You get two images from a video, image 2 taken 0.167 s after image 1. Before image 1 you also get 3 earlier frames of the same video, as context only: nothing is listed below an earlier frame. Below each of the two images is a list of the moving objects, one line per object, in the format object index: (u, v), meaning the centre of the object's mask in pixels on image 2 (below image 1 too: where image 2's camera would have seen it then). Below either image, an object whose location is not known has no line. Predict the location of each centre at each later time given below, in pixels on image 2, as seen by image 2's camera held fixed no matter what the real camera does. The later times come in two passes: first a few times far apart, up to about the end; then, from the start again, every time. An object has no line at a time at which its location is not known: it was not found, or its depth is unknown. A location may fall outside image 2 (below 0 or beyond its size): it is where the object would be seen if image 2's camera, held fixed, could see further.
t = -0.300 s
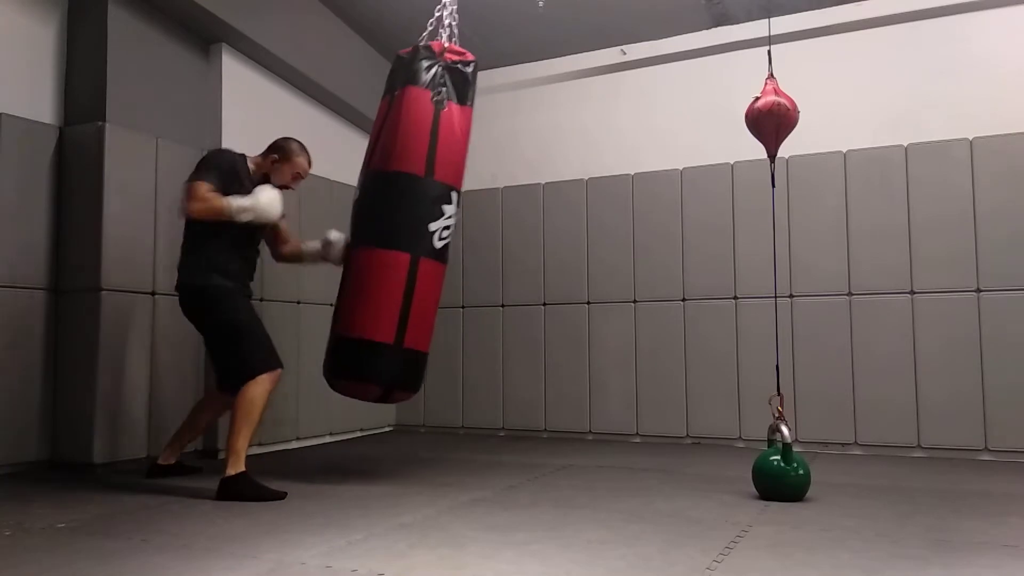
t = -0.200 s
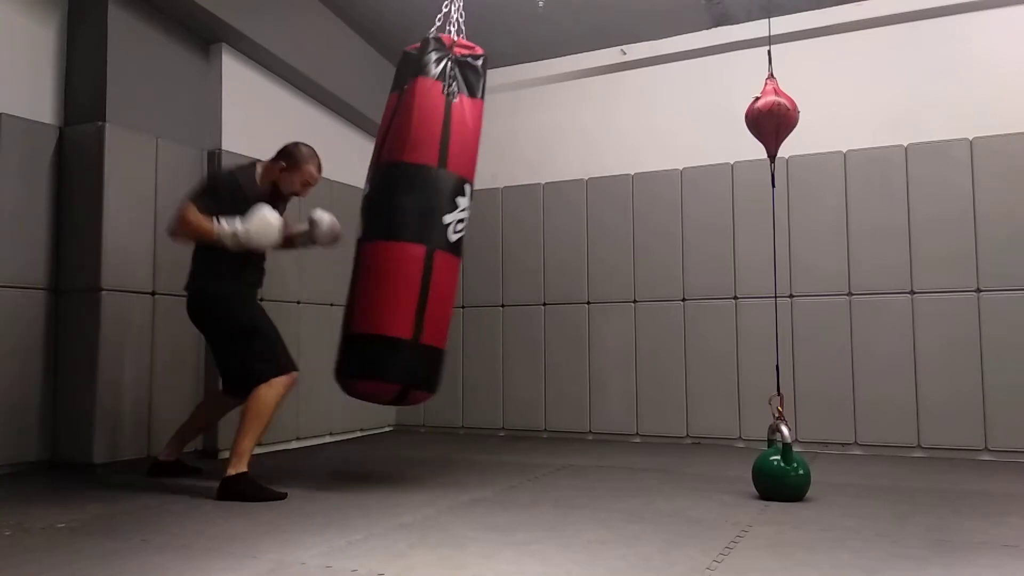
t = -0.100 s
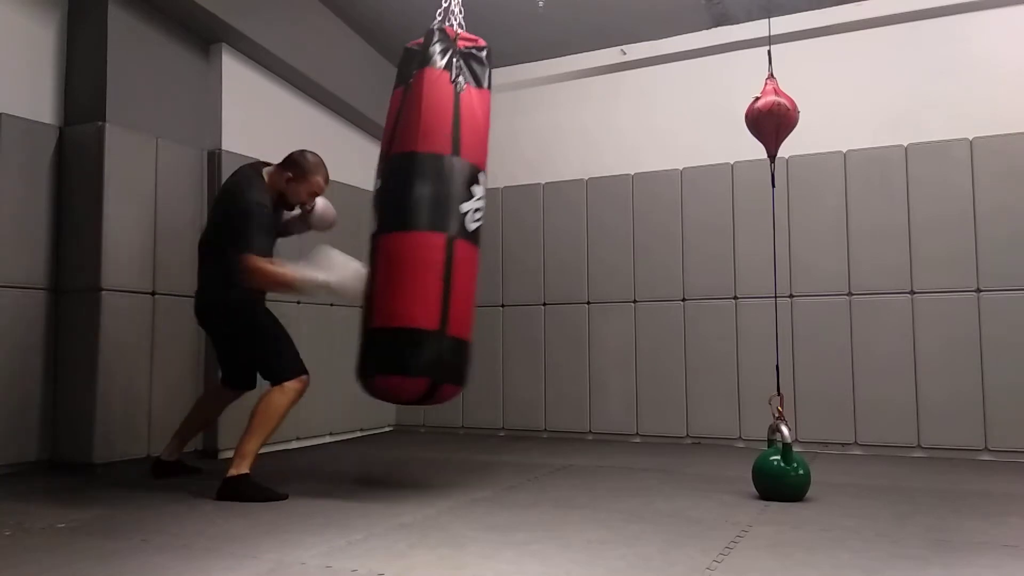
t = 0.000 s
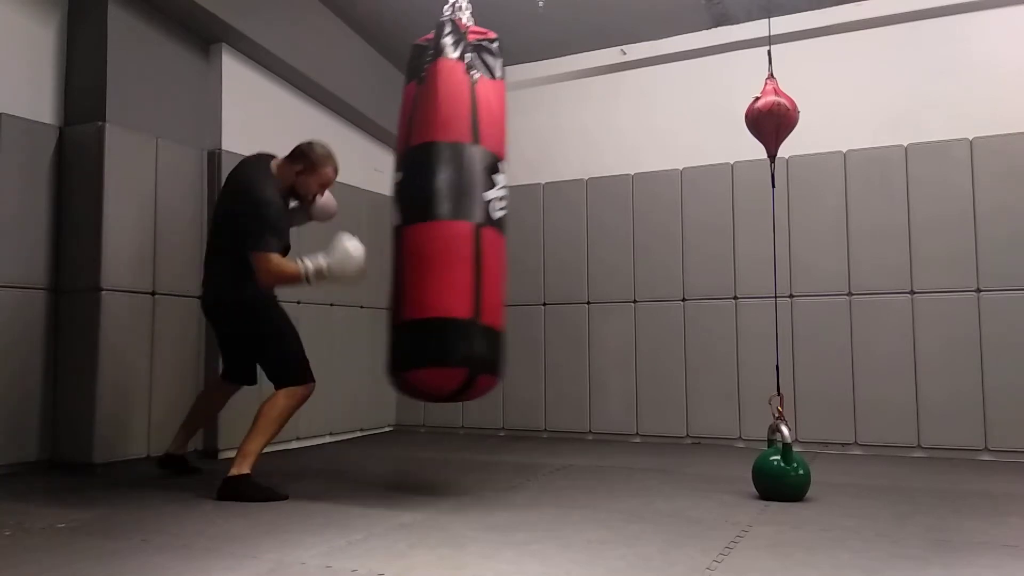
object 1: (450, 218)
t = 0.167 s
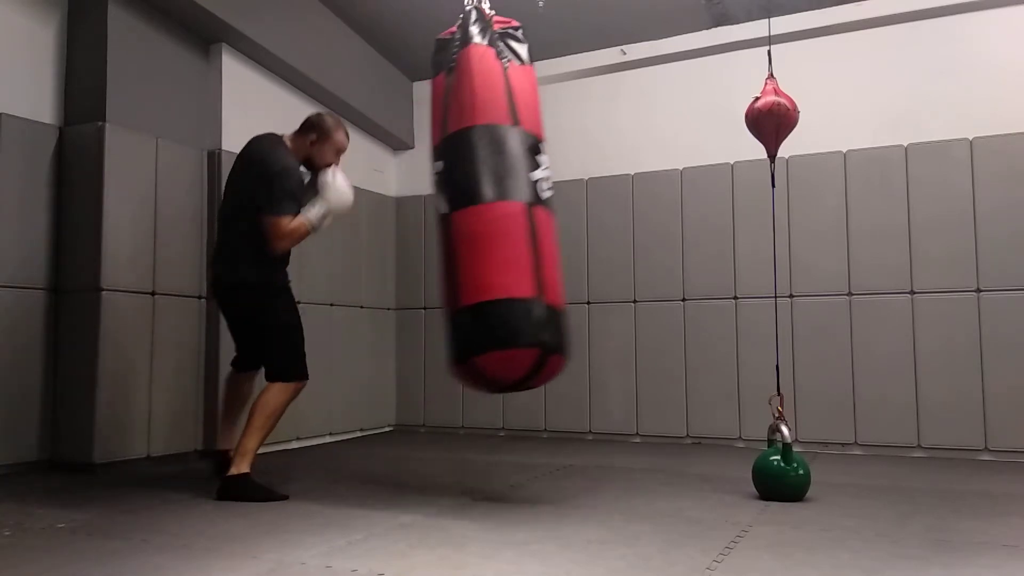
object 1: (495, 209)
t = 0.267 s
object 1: (521, 203)
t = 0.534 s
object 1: (575, 197)
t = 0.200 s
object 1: (504, 207)
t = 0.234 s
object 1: (512, 205)
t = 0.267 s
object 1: (521, 203)
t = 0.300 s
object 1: (529, 201)
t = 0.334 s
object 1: (537, 200)
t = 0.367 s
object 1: (545, 199)
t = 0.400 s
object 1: (552, 198)
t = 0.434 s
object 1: (559, 197)
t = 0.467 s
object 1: (565, 197)
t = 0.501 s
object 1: (570, 197)
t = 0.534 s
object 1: (575, 197)
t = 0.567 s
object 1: (578, 198)
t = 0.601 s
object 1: (581, 198)
